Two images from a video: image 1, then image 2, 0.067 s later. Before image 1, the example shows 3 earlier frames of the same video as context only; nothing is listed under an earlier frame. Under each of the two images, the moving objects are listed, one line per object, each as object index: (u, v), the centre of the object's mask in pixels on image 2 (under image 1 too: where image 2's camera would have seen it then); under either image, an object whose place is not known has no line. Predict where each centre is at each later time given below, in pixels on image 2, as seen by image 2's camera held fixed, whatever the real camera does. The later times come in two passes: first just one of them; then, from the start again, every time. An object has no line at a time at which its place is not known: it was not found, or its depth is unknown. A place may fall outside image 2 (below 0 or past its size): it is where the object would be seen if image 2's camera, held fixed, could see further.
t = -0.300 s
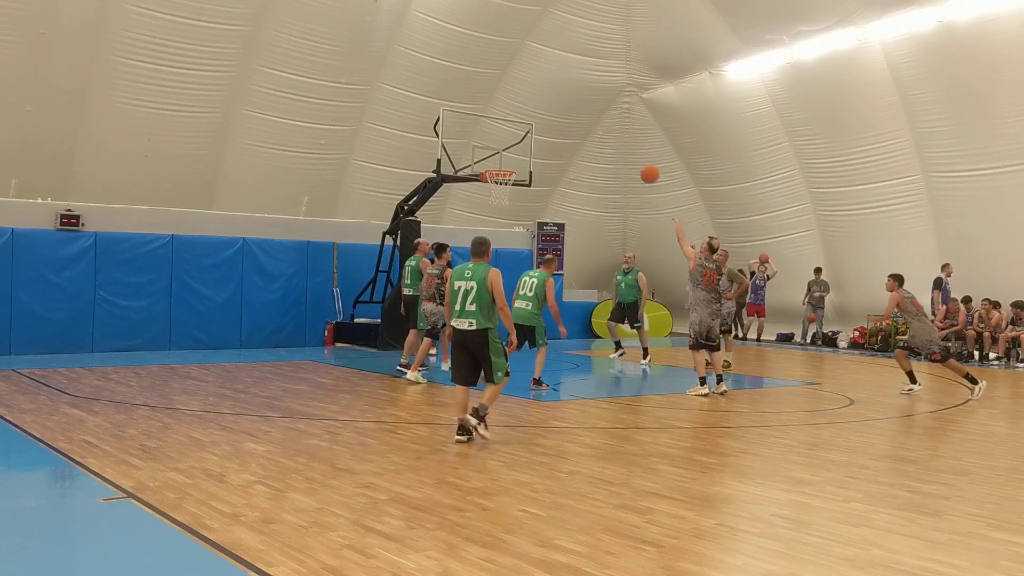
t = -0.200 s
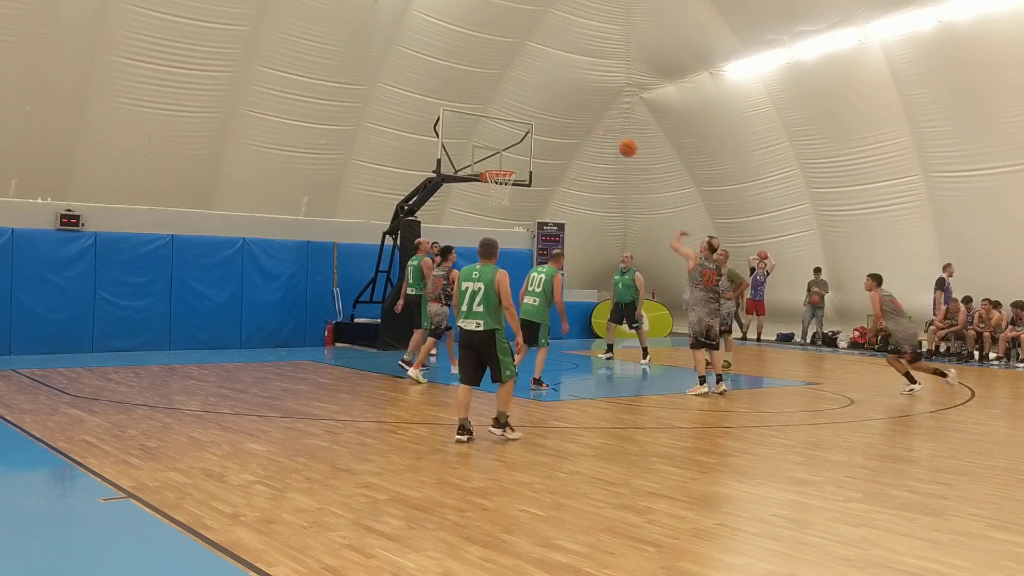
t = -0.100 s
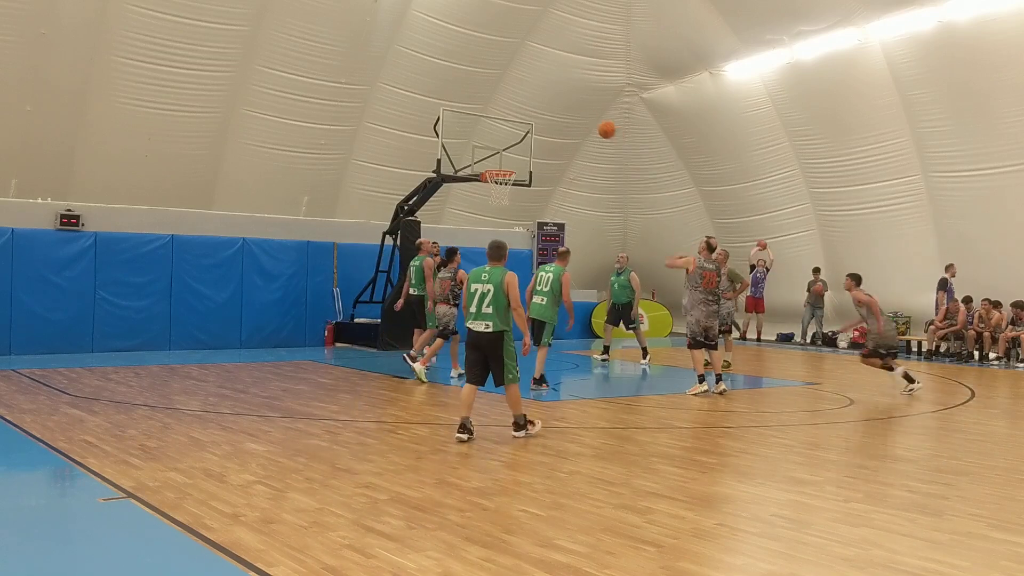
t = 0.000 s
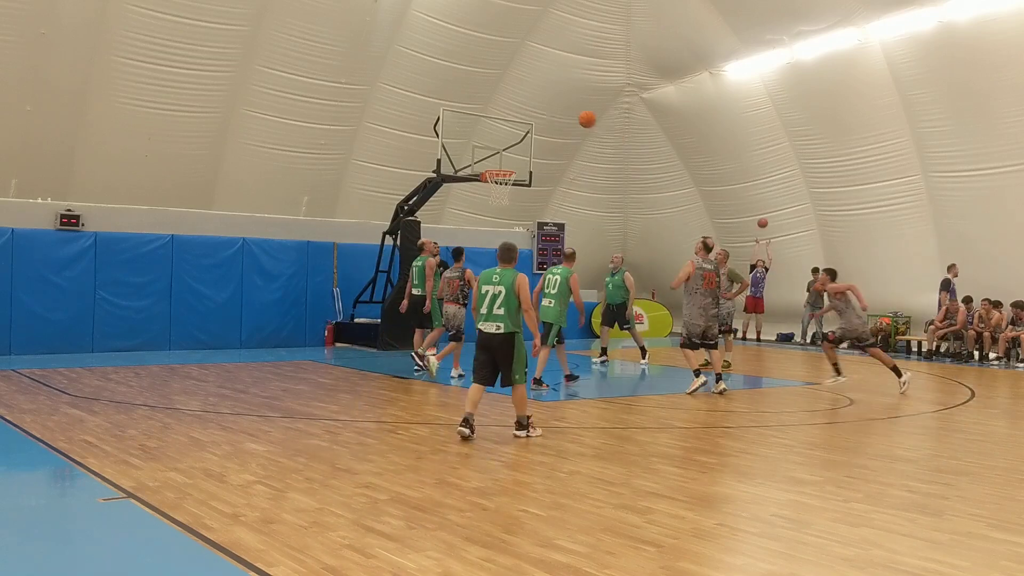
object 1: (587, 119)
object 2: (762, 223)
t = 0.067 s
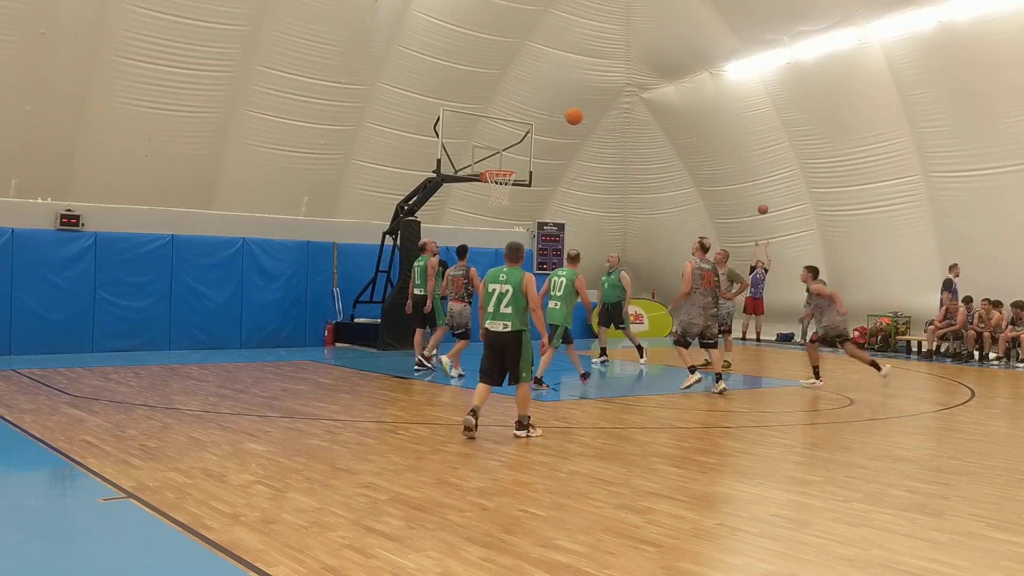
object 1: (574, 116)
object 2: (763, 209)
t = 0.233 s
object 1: (543, 122)
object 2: (764, 183)
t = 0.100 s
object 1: (567, 116)
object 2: (763, 203)
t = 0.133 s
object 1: (561, 117)
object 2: (763, 197)
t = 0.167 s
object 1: (555, 118)
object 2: (764, 192)
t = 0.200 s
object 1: (549, 120)
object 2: (764, 187)
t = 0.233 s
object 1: (543, 122)
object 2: (764, 183)
